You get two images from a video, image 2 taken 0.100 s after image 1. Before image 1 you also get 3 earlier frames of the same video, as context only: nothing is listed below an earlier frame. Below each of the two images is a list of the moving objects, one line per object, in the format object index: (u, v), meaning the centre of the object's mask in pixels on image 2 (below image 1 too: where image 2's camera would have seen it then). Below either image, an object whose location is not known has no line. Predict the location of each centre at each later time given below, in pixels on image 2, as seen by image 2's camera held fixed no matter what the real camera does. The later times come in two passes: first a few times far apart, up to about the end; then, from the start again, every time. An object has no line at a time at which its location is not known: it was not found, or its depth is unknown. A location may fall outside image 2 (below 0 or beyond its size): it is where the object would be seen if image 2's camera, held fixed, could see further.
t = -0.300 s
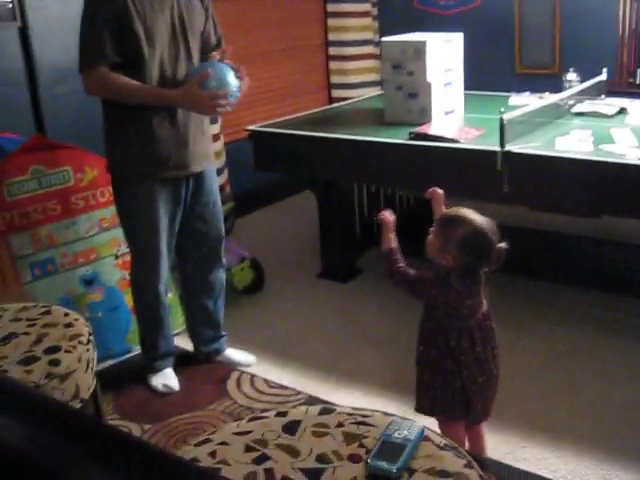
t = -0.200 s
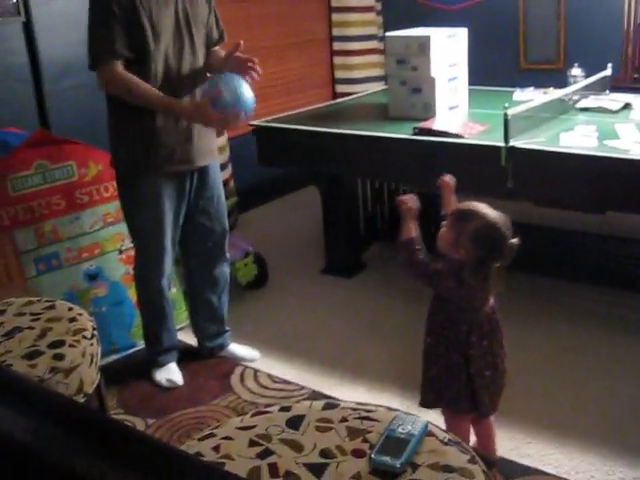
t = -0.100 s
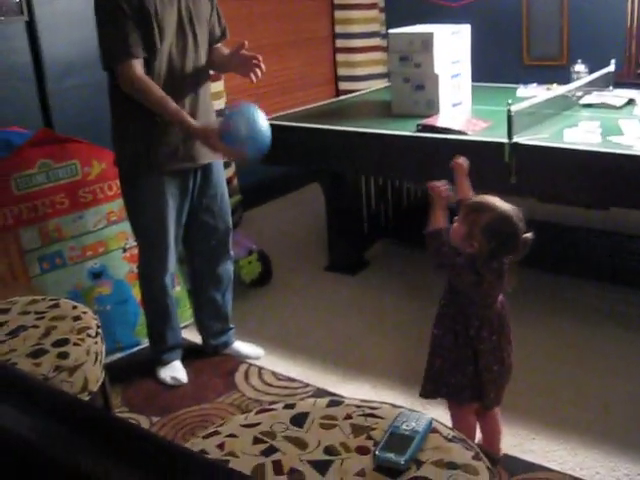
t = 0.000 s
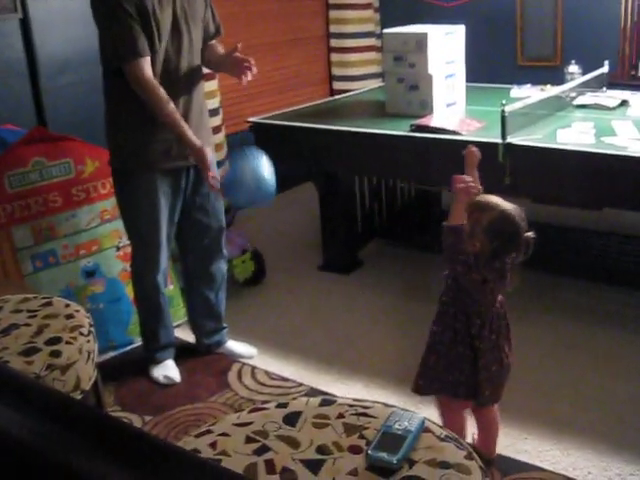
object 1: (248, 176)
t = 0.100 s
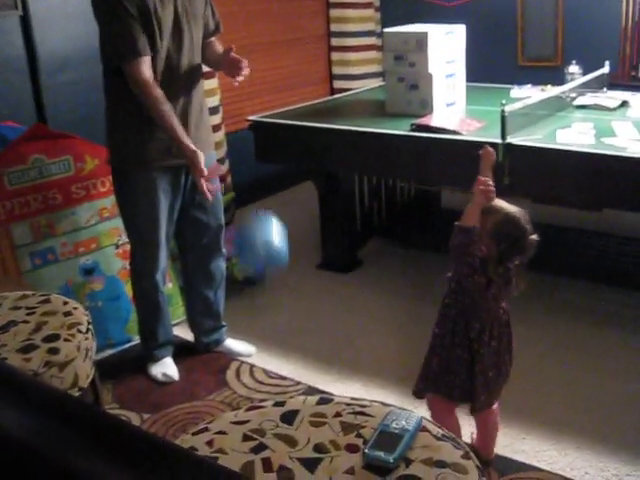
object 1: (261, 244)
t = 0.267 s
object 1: (285, 387)
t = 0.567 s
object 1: (343, 273)
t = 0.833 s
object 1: (407, 354)
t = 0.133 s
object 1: (267, 272)
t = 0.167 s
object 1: (270, 302)
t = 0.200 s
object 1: (276, 328)
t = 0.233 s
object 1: (282, 363)
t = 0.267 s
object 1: (285, 387)
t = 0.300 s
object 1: (291, 374)
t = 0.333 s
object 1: (297, 353)
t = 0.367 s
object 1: (303, 335)
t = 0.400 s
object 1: (308, 319)
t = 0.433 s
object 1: (315, 303)
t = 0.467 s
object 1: (322, 291)
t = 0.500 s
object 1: (329, 282)
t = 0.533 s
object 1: (336, 276)
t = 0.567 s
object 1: (343, 273)
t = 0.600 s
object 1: (351, 272)
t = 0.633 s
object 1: (358, 275)
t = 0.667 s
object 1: (366, 280)
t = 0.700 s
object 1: (374, 289)
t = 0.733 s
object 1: (383, 301)
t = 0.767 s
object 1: (391, 316)
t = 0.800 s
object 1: (399, 334)
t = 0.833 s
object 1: (407, 354)
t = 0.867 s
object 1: (415, 375)
